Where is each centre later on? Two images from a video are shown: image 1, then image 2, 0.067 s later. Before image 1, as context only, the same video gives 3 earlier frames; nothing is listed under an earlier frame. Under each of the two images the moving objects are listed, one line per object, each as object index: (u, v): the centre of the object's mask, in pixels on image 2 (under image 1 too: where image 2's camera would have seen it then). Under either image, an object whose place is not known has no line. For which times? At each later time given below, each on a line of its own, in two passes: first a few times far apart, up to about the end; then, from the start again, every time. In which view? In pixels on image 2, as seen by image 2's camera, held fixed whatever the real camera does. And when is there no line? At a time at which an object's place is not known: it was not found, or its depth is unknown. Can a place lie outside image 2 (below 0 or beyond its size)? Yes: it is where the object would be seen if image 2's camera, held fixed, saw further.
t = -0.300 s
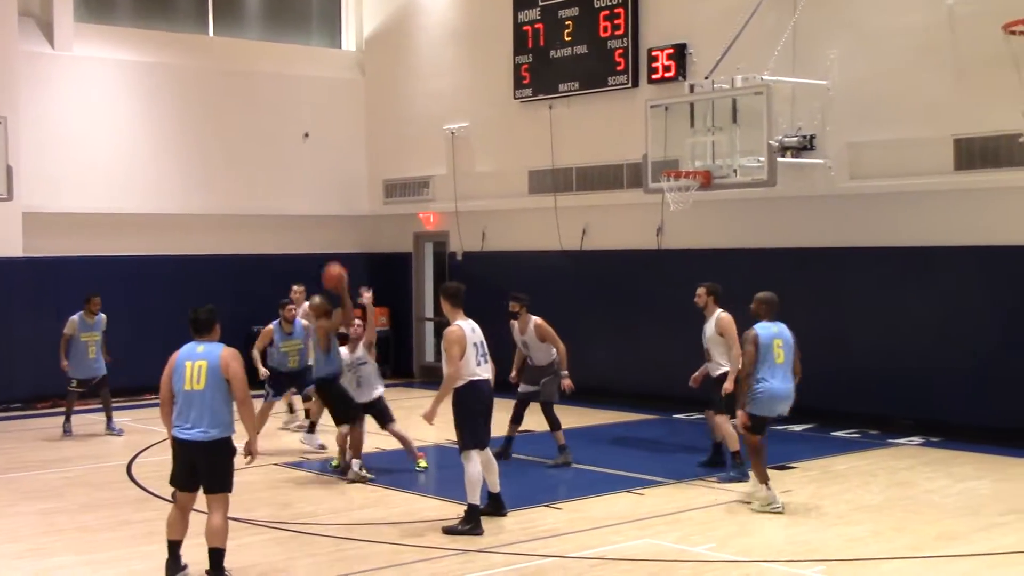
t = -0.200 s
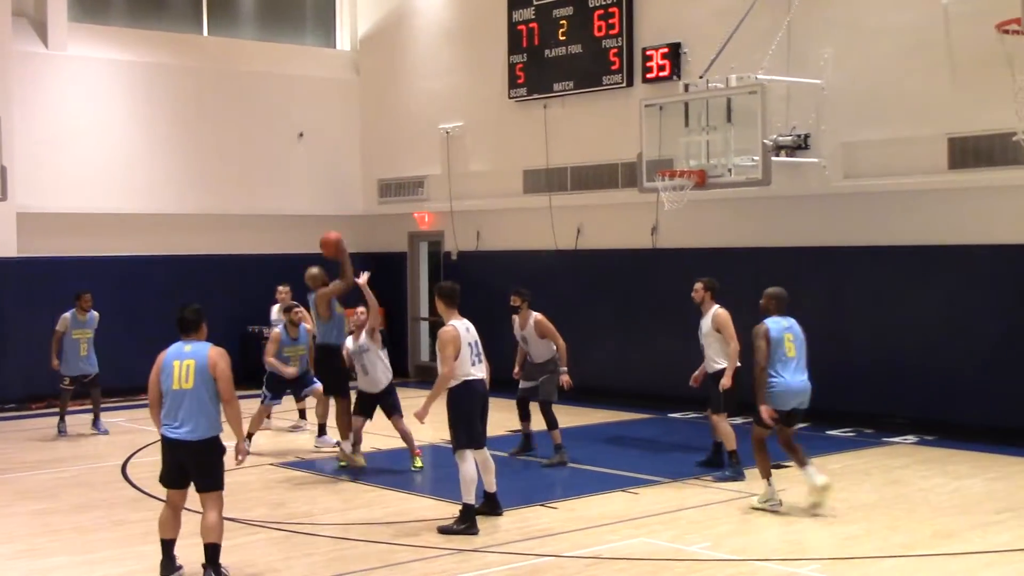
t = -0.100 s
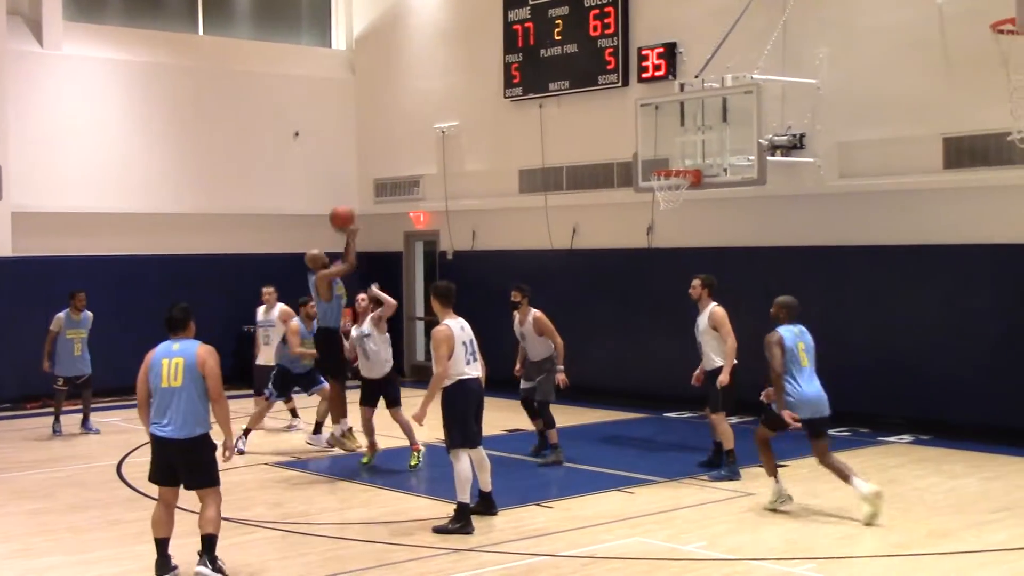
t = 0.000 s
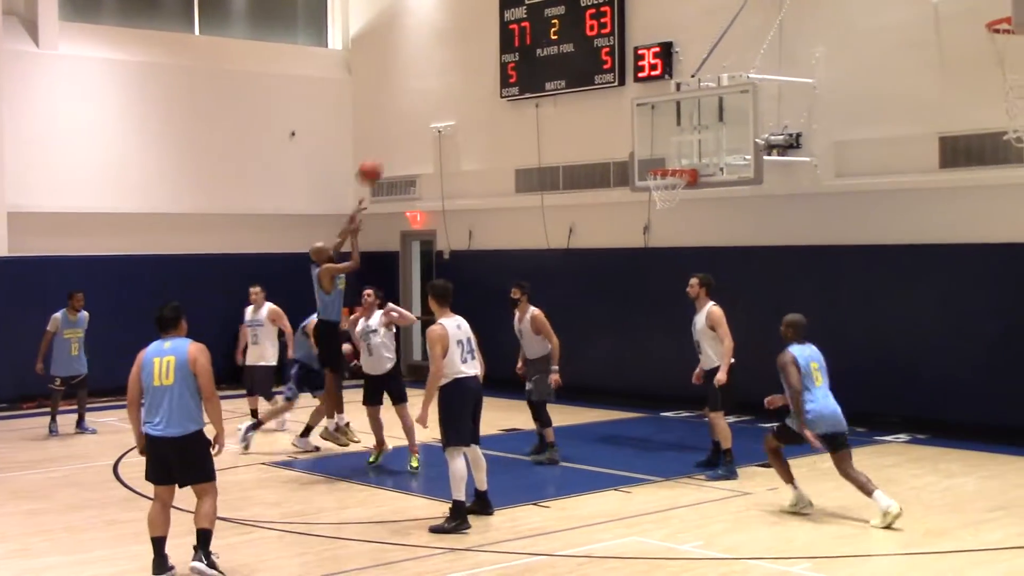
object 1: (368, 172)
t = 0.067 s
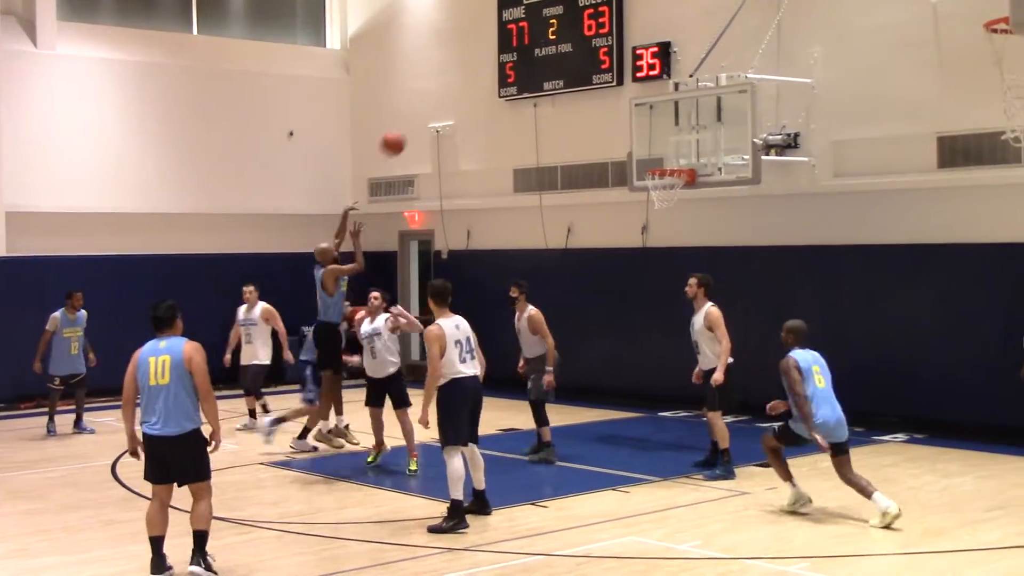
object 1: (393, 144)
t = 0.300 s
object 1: (477, 83)
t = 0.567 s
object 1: (565, 79)
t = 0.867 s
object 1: (655, 152)
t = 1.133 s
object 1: (690, 212)
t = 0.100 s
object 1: (405, 131)
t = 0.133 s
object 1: (418, 120)
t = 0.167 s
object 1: (430, 110)
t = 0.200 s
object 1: (442, 101)
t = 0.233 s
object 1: (454, 94)
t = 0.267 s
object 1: (465, 88)
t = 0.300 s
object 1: (477, 83)
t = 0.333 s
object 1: (488, 79)
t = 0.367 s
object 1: (501, 76)
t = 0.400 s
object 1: (510, 74)
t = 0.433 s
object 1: (523, 74)
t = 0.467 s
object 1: (533, 74)
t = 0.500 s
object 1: (543, 74)
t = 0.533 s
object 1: (555, 77)
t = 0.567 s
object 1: (565, 79)
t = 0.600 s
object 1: (575, 84)
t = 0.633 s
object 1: (585, 89)
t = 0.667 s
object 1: (595, 96)
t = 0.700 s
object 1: (605, 103)
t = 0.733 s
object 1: (615, 111)
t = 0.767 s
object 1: (625, 120)
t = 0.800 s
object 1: (635, 130)
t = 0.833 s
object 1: (645, 141)
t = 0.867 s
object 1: (655, 152)
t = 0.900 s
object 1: (664, 163)
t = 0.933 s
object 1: (673, 179)
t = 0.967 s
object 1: (683, 186)
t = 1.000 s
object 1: (685, 194)
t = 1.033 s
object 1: (686, 195)
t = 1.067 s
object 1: (687, 200)
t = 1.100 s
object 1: (689, 205)
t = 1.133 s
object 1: (690, 212)
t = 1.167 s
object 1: (691, 220)
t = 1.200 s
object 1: (693, 228)
